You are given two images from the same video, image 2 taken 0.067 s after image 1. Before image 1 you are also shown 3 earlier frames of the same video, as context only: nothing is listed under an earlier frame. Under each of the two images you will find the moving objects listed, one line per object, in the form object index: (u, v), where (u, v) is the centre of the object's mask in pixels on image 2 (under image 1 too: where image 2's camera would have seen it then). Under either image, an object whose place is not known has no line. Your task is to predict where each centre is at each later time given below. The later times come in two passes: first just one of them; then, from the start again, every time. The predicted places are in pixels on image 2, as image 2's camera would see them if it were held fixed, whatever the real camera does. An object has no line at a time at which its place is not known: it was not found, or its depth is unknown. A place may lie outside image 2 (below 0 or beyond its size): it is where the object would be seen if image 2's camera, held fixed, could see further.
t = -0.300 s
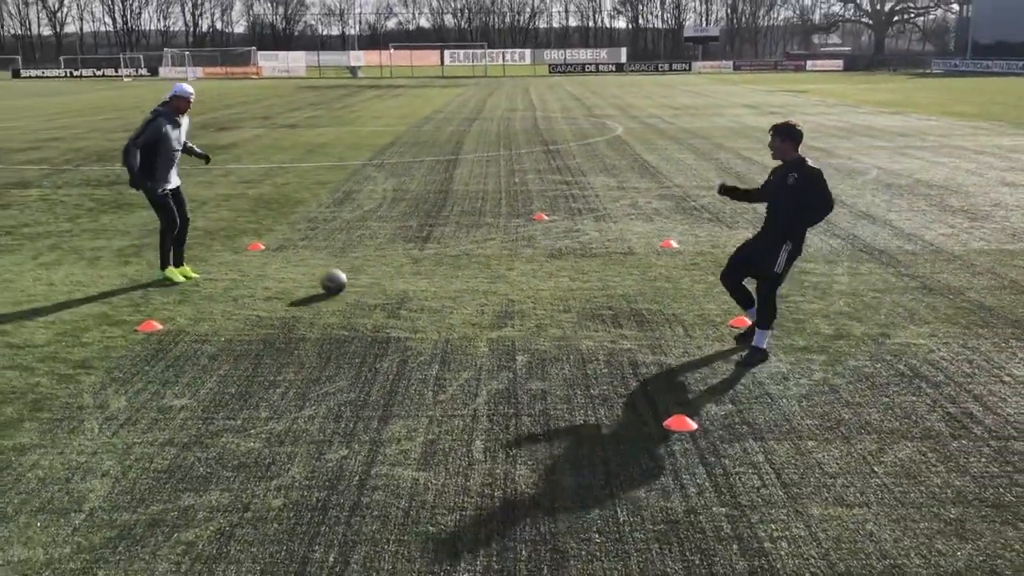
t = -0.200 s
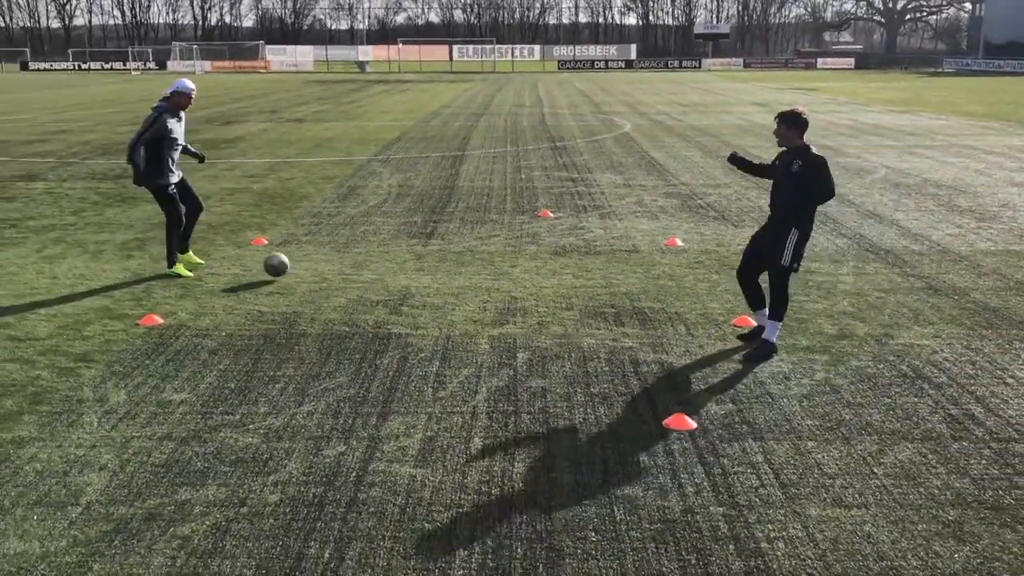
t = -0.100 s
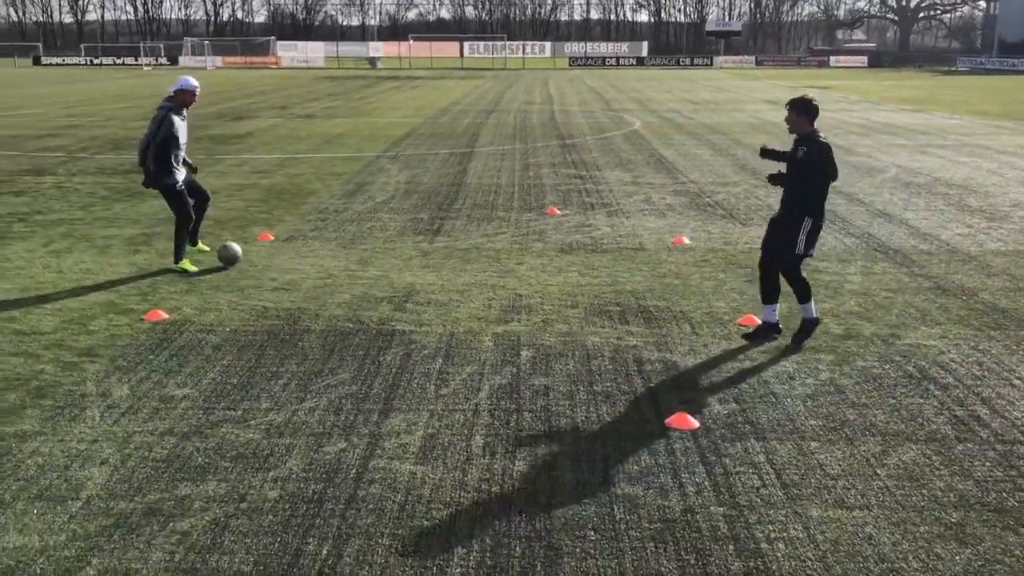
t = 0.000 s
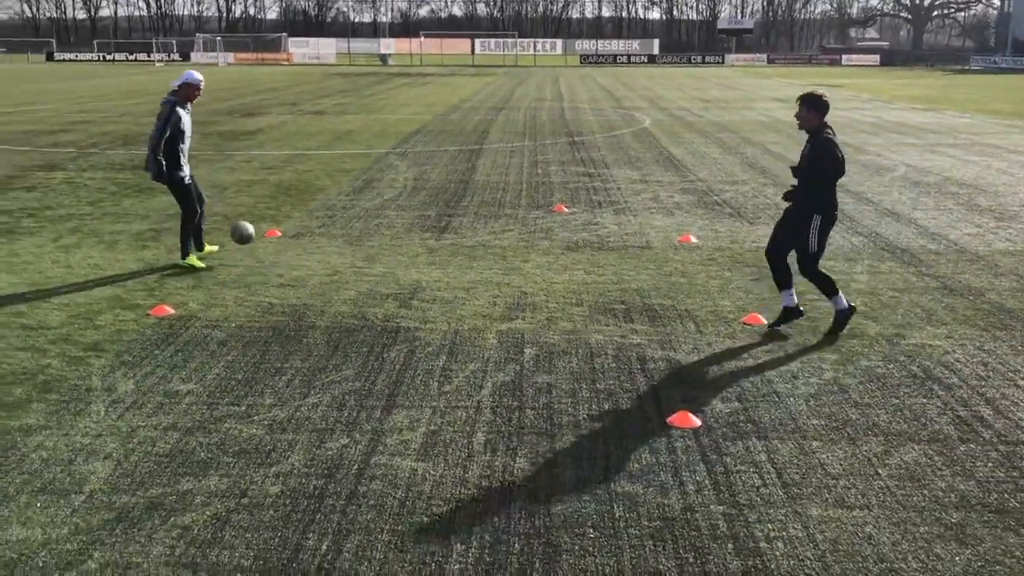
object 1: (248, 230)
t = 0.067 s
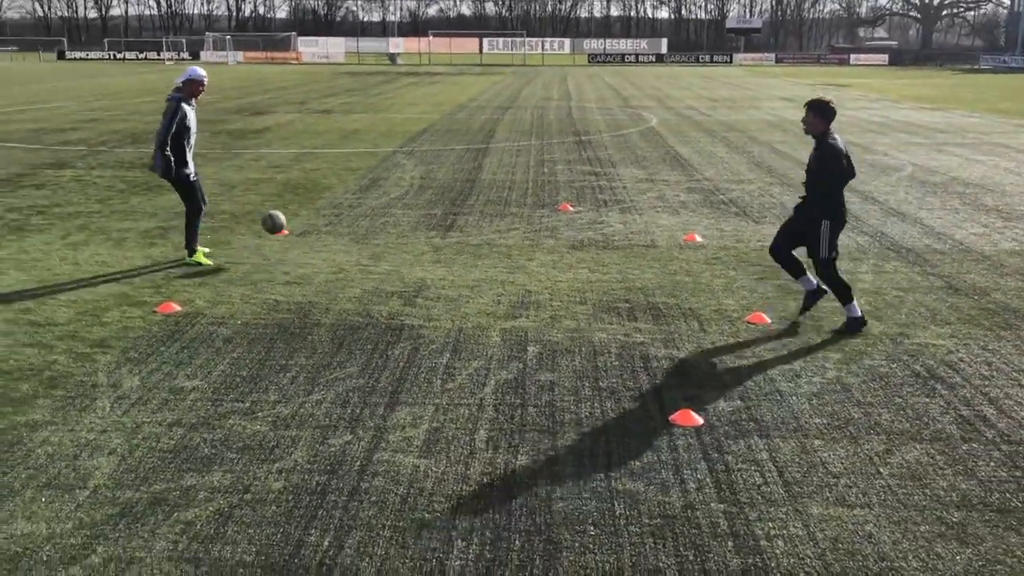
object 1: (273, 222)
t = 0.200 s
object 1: (324, 217)
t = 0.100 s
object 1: (287, 219)
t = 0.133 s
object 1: (299, 217)
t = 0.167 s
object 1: (312, 217)
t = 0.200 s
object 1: (324, 217)
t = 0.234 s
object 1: (337, 219)
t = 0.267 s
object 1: (349, 222)
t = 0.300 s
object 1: (362, 226)
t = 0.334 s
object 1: (375, 231)
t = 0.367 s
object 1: (388, 237)
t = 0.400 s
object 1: (401, 245)
